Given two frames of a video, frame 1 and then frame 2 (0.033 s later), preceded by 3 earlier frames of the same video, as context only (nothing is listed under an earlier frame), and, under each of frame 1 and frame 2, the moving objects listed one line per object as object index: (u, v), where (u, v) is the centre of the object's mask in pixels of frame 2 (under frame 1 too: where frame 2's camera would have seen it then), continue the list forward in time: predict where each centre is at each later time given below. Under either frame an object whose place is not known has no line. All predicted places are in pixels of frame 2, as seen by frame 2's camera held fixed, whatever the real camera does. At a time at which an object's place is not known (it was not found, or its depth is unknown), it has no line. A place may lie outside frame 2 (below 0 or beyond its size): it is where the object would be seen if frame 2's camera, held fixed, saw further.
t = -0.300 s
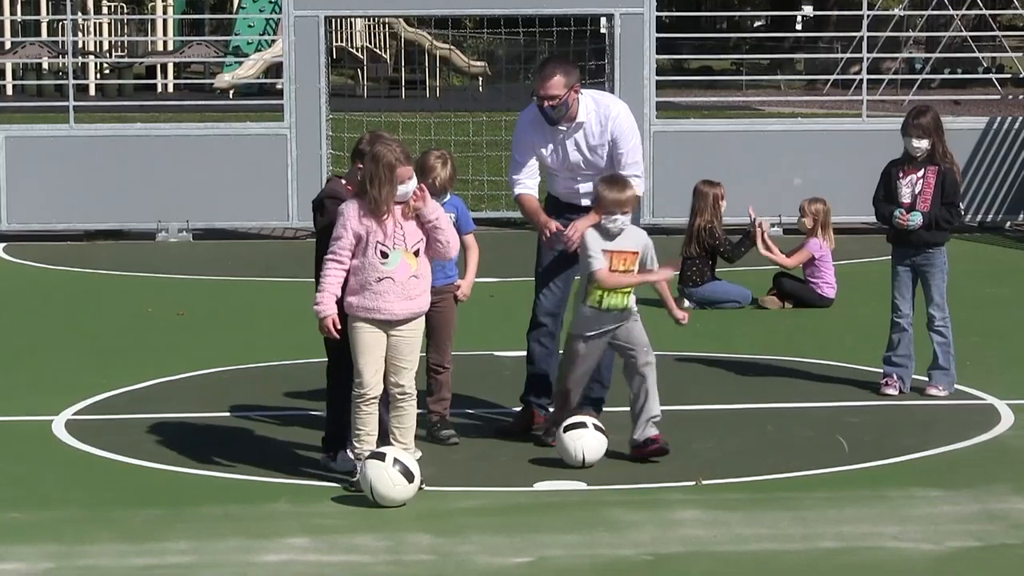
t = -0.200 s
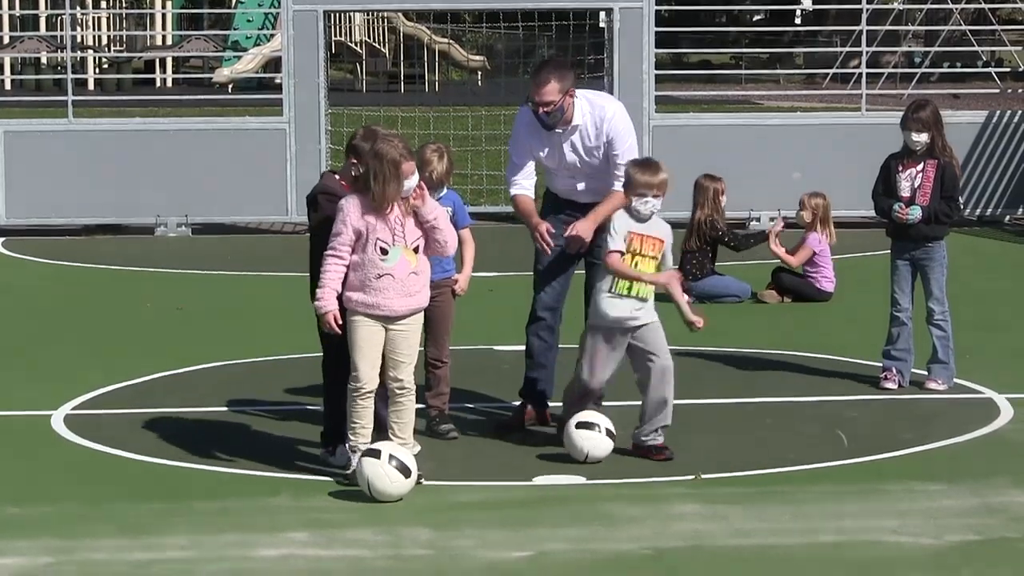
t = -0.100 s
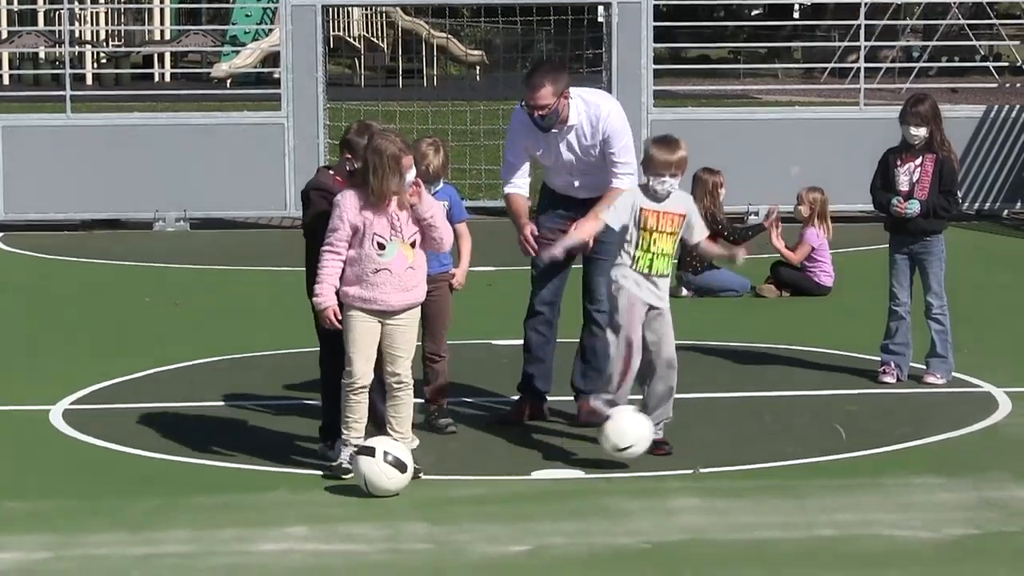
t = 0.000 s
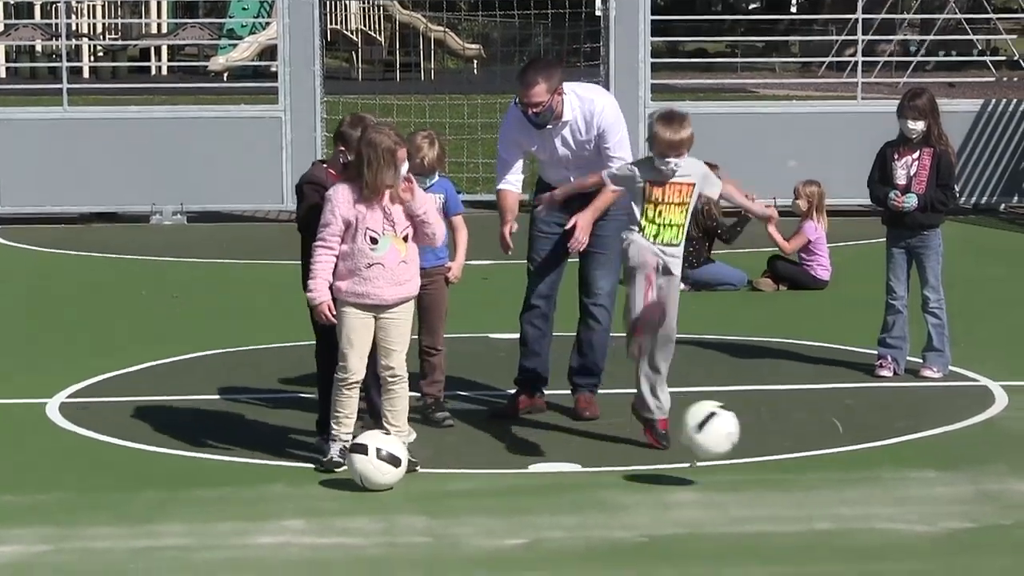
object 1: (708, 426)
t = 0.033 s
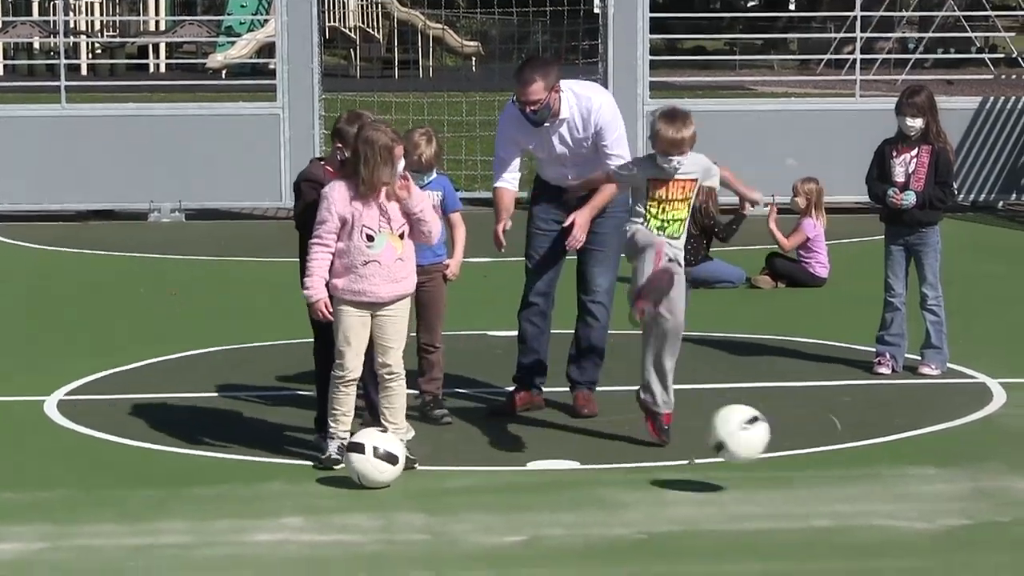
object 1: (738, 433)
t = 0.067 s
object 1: (771, 443)
